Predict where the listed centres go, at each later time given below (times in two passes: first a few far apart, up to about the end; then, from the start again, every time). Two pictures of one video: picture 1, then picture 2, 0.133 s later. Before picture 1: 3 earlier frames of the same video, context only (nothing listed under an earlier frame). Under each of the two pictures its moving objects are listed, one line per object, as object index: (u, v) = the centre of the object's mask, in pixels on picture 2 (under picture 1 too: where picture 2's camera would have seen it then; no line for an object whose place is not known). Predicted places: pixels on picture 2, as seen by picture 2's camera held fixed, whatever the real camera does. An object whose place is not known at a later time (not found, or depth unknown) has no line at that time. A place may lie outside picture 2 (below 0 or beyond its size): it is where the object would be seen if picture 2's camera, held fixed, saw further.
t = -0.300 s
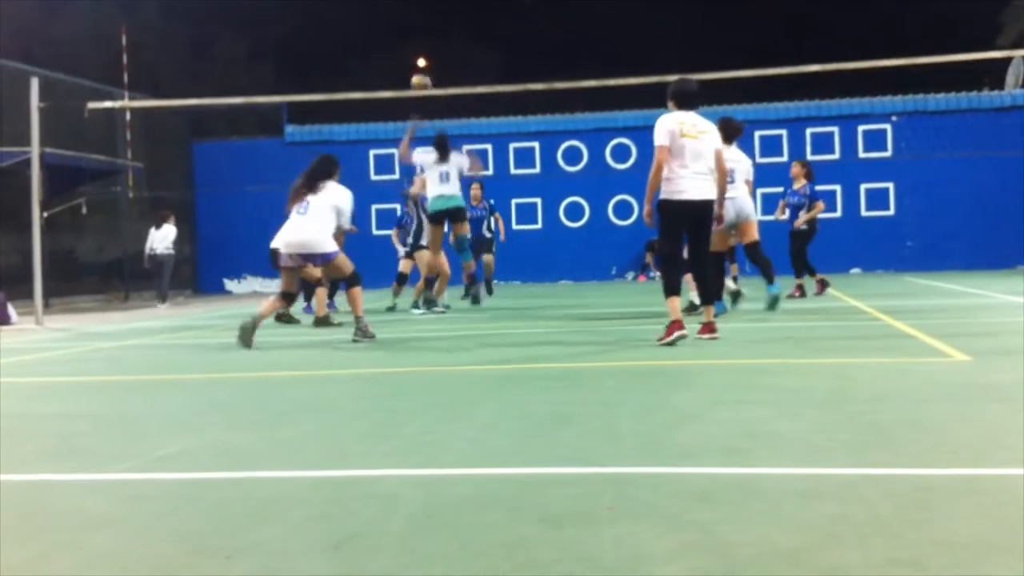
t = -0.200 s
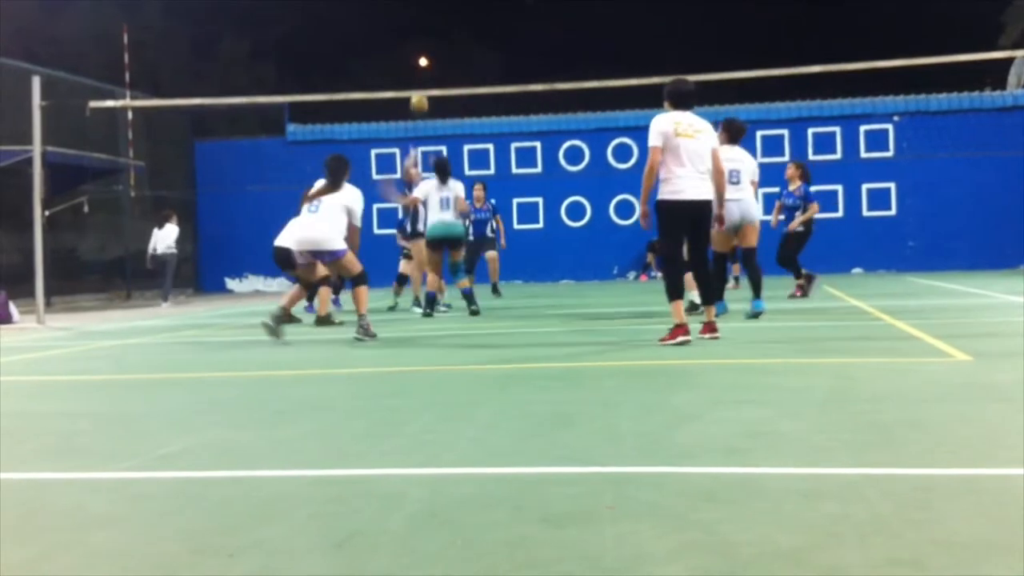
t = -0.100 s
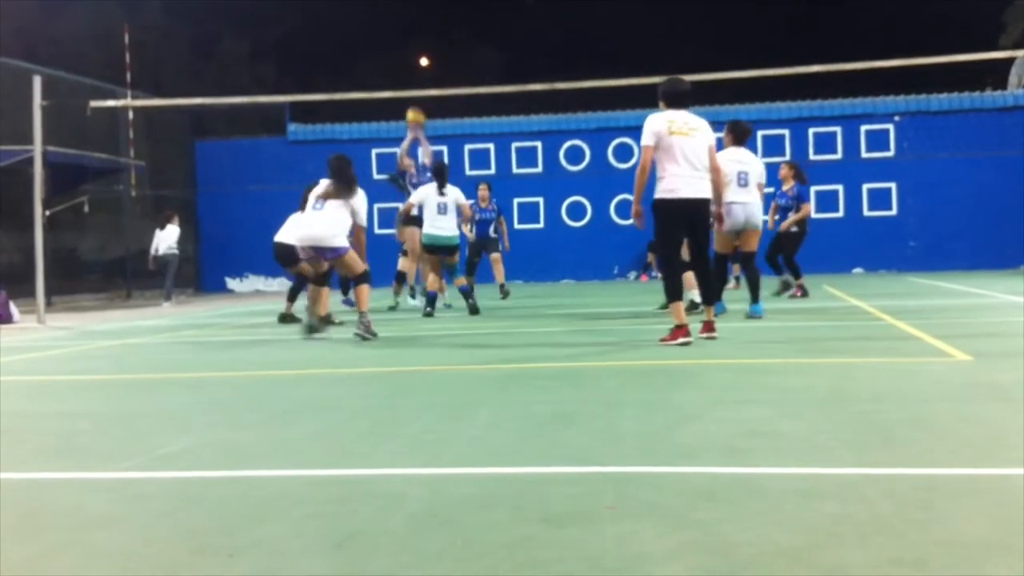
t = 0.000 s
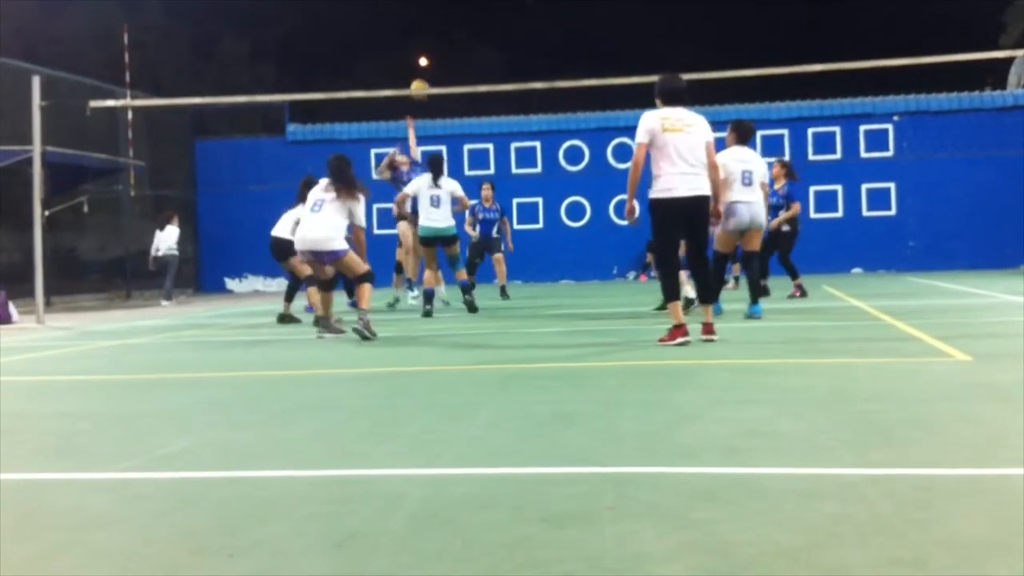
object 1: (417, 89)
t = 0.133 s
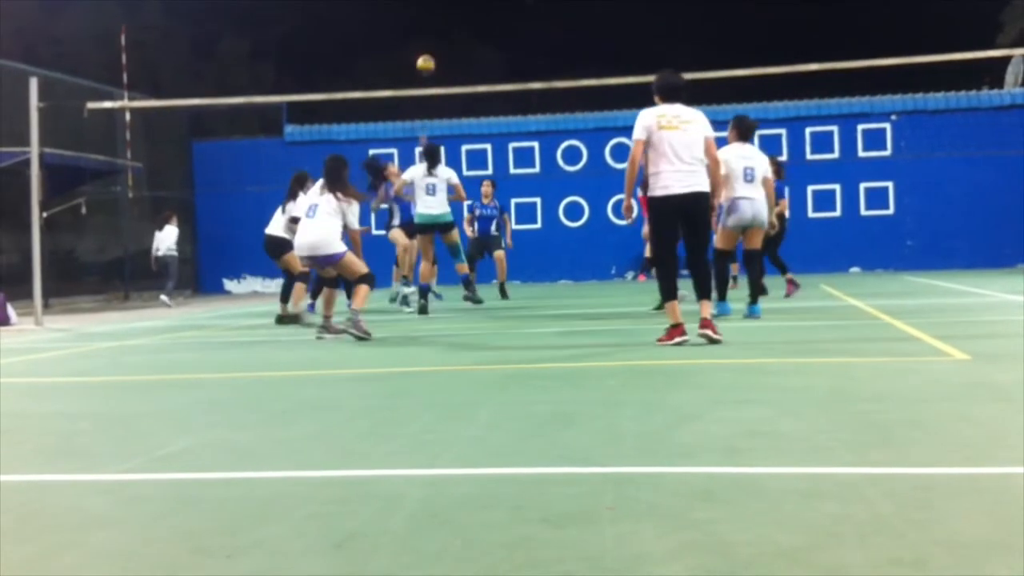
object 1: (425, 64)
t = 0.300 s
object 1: (436, 54)
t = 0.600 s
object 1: (457, 98)
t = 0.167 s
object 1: (427, 61)
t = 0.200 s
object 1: (430, 57)
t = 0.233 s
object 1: (432, 56)
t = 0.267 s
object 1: (434, 55)
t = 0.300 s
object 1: (436, 54)
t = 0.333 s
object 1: (439, 55)
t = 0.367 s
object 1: (441, 57)
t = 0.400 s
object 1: (443, 60)
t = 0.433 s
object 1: (446, 64)
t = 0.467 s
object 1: (448, 69)
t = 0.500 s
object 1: (450, 73)
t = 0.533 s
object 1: (452, 78)
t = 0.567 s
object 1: (454, 83)
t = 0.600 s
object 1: (457, 98)
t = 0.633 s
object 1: (459, 104)
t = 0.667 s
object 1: (461, 111)
